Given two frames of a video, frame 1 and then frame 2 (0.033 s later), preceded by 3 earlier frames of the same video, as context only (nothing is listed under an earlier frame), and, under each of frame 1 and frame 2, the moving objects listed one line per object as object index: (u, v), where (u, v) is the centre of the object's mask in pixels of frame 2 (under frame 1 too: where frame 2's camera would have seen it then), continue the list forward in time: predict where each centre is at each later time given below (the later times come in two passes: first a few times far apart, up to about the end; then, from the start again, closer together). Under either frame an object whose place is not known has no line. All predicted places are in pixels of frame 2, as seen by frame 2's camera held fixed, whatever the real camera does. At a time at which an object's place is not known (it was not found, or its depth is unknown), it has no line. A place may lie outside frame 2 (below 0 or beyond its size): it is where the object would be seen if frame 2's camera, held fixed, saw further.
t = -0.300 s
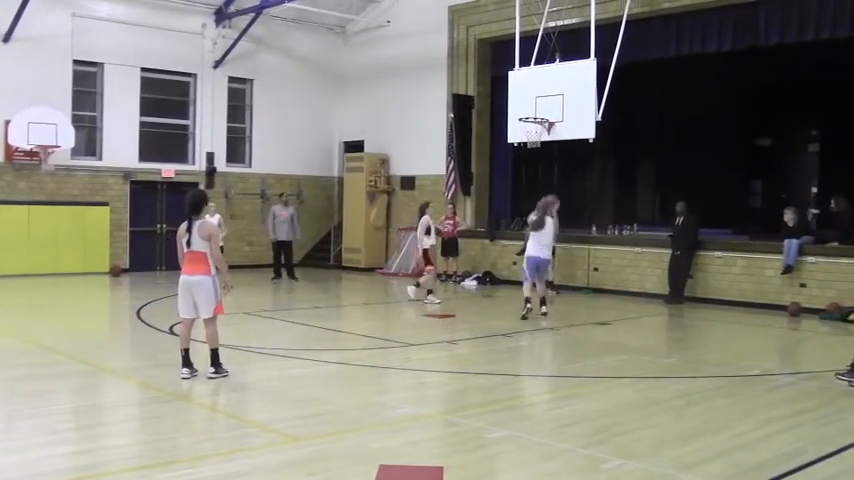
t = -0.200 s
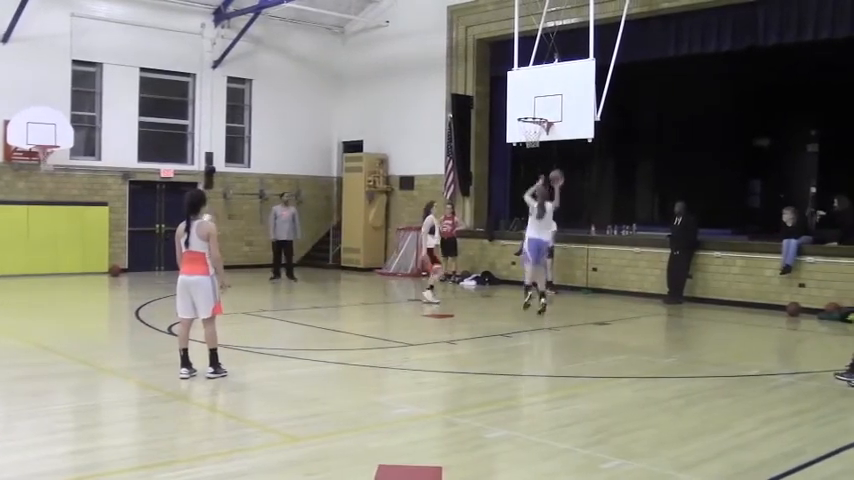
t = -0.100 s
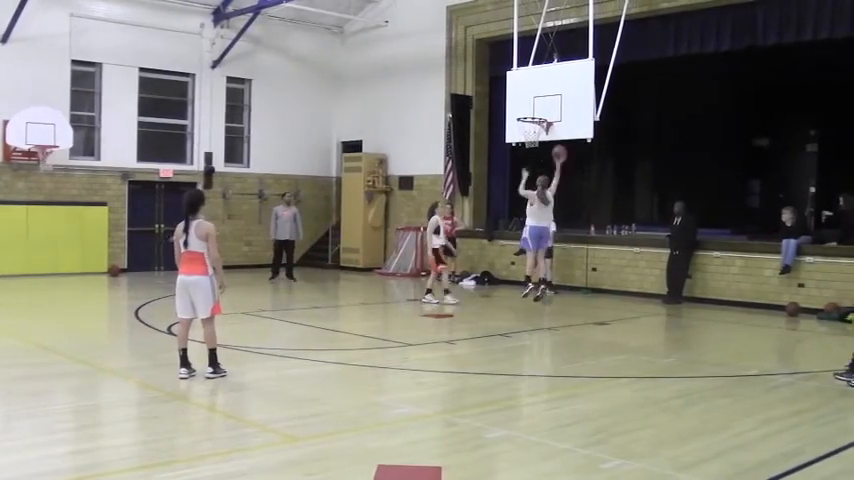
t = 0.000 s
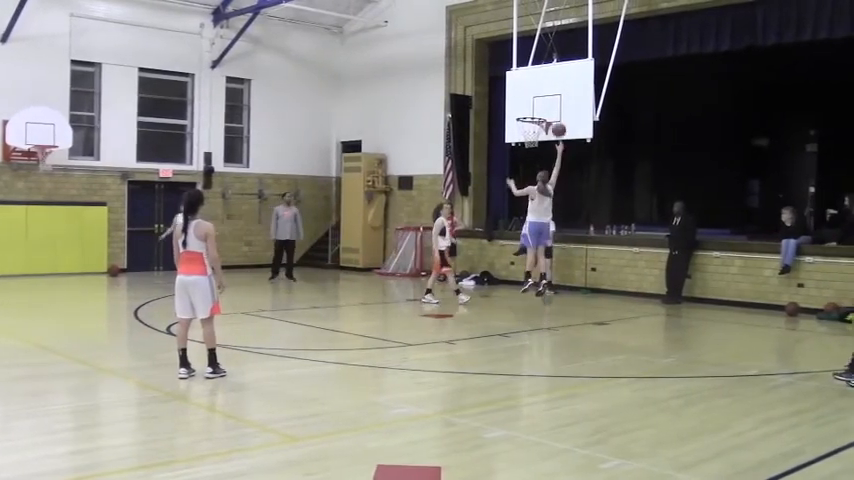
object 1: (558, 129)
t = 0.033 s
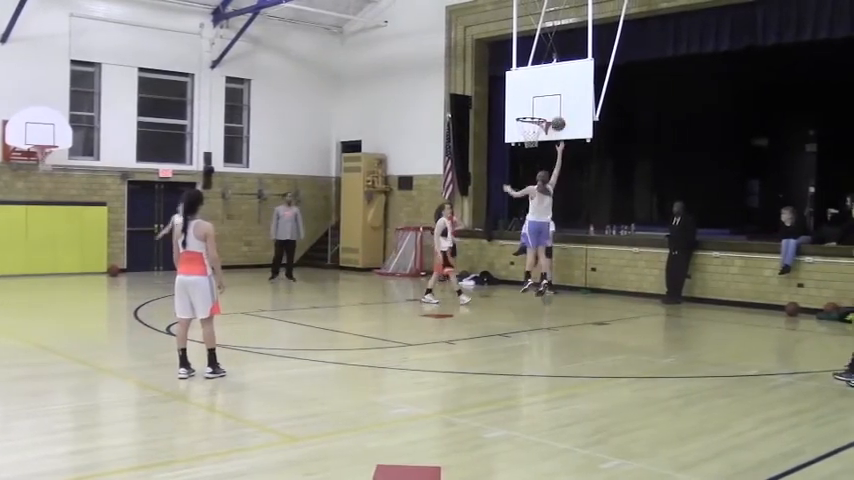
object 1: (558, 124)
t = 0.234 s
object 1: (551, 103)
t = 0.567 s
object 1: (537, 124)
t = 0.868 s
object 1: (538, 132)
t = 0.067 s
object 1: (557, 118)
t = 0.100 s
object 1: (557, 114)
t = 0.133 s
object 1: (556, 110)
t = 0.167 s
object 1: (555, 107)
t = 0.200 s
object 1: (554, 105)
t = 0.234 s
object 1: (551, 103)
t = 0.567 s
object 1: (537, 124)
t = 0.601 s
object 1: (537, 127)
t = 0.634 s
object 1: (539, 129)
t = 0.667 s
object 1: (540, 129)
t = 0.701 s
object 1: (540, 129)
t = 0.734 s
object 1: (541, 129)
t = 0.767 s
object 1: (540, 129)
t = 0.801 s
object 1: (540, 130)
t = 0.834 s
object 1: (539, 131)
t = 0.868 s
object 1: (538, 132)
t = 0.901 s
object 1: (537, 132)
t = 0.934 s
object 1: (536, 133)
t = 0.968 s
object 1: (533, 135)
